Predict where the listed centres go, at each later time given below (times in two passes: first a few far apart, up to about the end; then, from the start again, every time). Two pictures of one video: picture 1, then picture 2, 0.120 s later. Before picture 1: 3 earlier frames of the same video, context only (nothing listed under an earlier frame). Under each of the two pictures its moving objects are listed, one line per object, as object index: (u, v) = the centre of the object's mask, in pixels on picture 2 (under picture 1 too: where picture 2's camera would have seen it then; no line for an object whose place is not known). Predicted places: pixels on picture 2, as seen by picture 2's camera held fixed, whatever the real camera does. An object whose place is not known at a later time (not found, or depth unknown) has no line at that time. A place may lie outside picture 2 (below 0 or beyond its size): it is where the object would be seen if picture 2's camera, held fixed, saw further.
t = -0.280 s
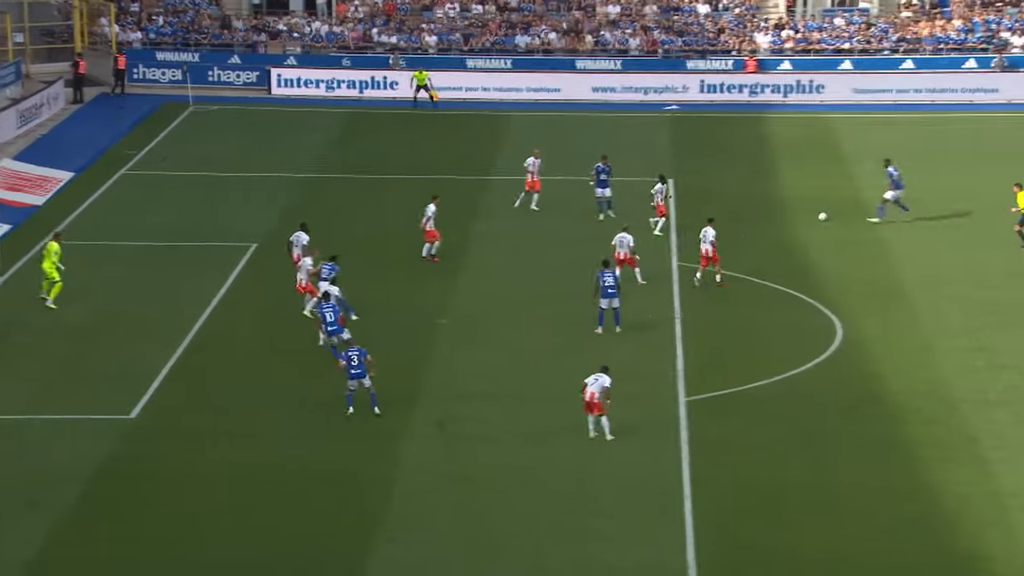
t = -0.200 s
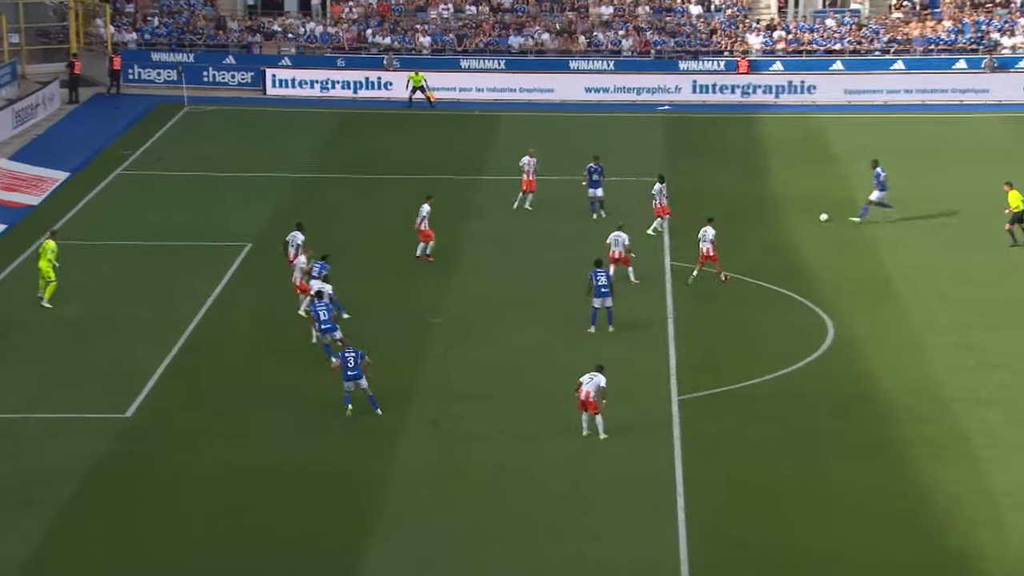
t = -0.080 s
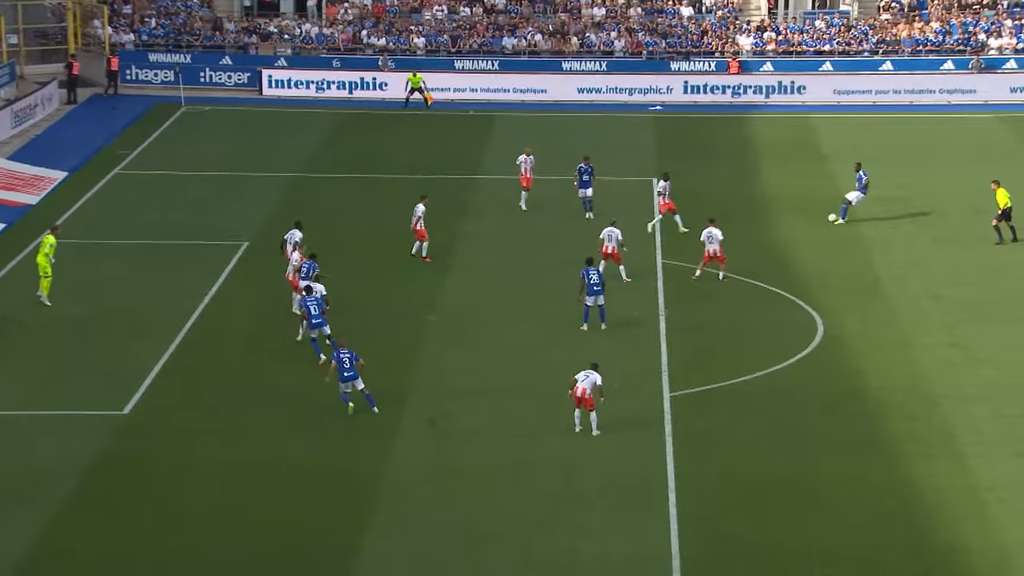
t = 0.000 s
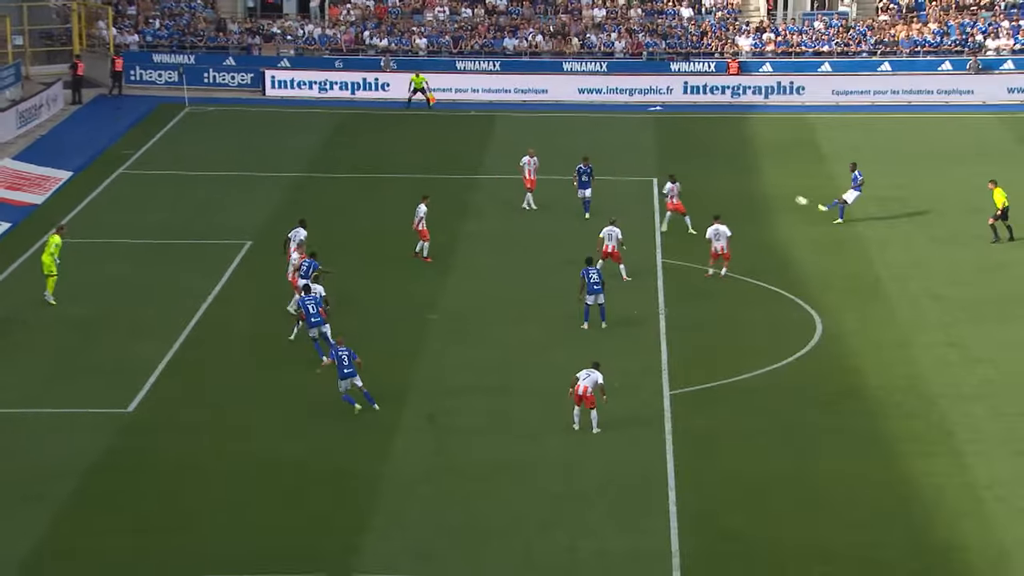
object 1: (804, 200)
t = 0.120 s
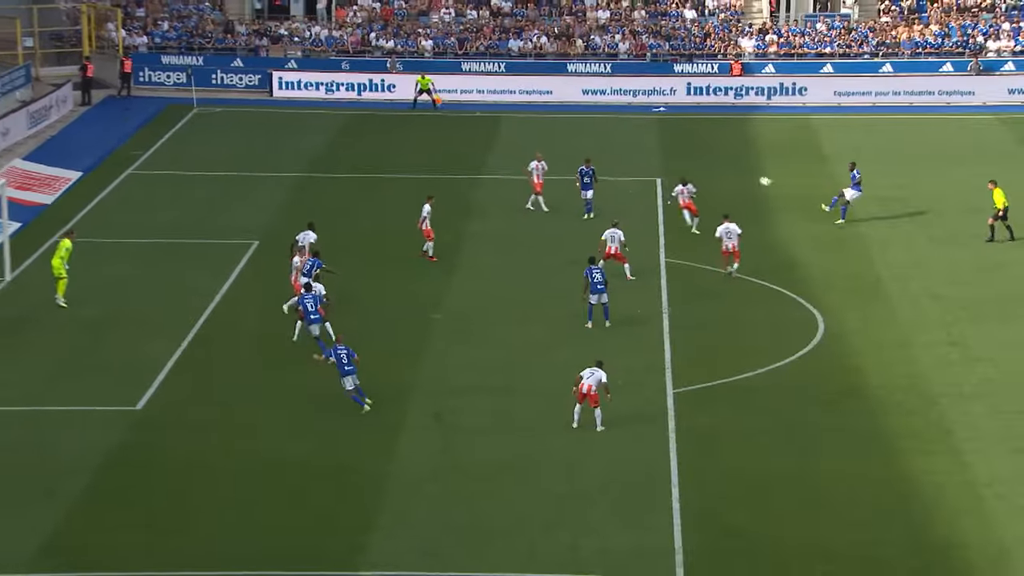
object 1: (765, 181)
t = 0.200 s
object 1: (735, 168)
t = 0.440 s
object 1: (662, 146)
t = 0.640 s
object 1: (602, 143)
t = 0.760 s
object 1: (575, 148)
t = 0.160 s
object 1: (750, 174)
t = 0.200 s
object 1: (735, 168)
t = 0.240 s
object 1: (721, 163)
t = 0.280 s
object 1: (708, 158)
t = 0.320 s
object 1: (701, 156)
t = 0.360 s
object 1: (688, 152)
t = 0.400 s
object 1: (675, 149)
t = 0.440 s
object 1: (662, 146)
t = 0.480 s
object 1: (649, 144)
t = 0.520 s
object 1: (637, 143)
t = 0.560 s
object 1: (626, 142)
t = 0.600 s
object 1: (614, 142)
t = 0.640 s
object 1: (602, 143)
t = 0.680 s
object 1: (596, 143)
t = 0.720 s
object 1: (585, 145)
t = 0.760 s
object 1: (575, 148)
